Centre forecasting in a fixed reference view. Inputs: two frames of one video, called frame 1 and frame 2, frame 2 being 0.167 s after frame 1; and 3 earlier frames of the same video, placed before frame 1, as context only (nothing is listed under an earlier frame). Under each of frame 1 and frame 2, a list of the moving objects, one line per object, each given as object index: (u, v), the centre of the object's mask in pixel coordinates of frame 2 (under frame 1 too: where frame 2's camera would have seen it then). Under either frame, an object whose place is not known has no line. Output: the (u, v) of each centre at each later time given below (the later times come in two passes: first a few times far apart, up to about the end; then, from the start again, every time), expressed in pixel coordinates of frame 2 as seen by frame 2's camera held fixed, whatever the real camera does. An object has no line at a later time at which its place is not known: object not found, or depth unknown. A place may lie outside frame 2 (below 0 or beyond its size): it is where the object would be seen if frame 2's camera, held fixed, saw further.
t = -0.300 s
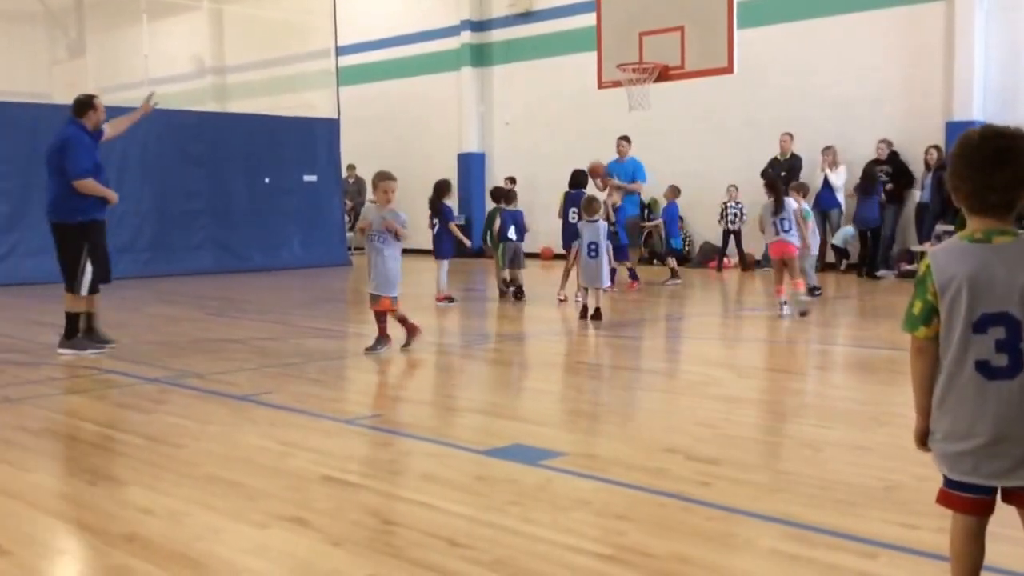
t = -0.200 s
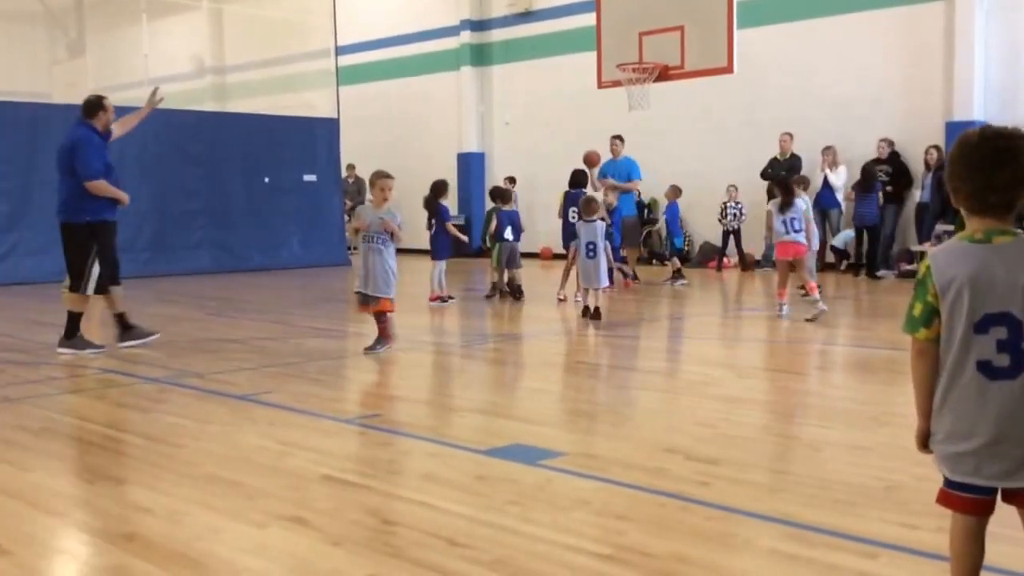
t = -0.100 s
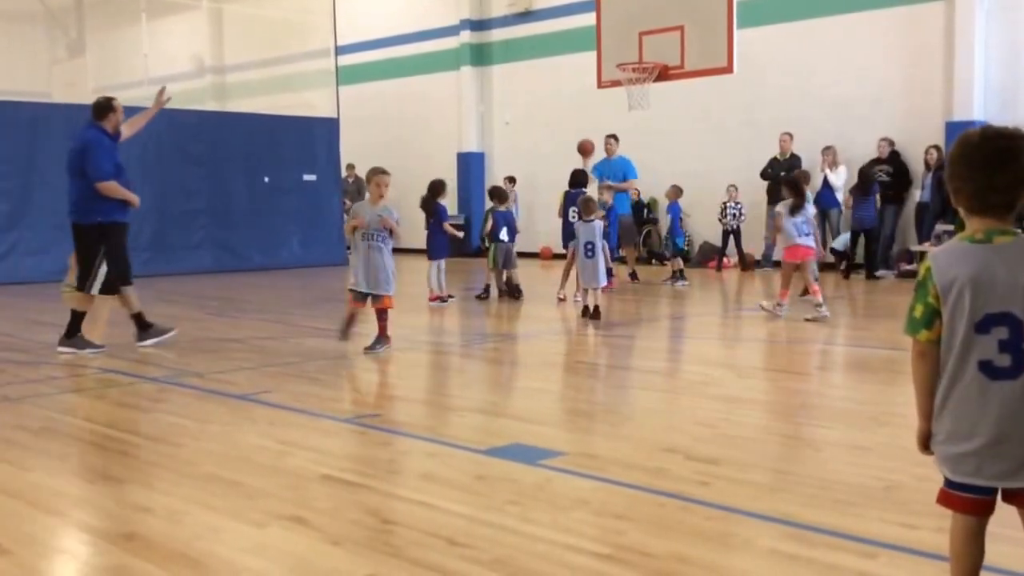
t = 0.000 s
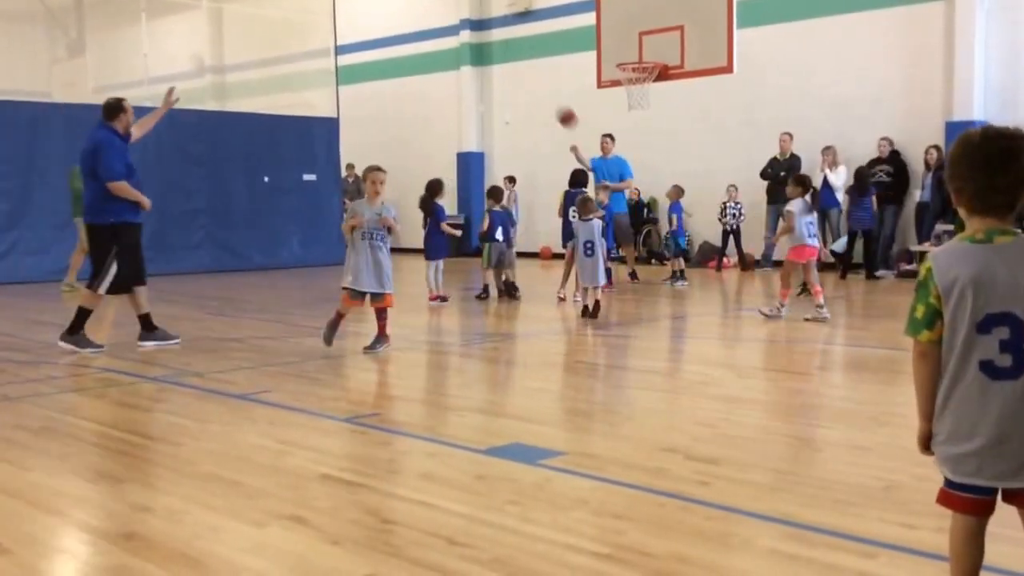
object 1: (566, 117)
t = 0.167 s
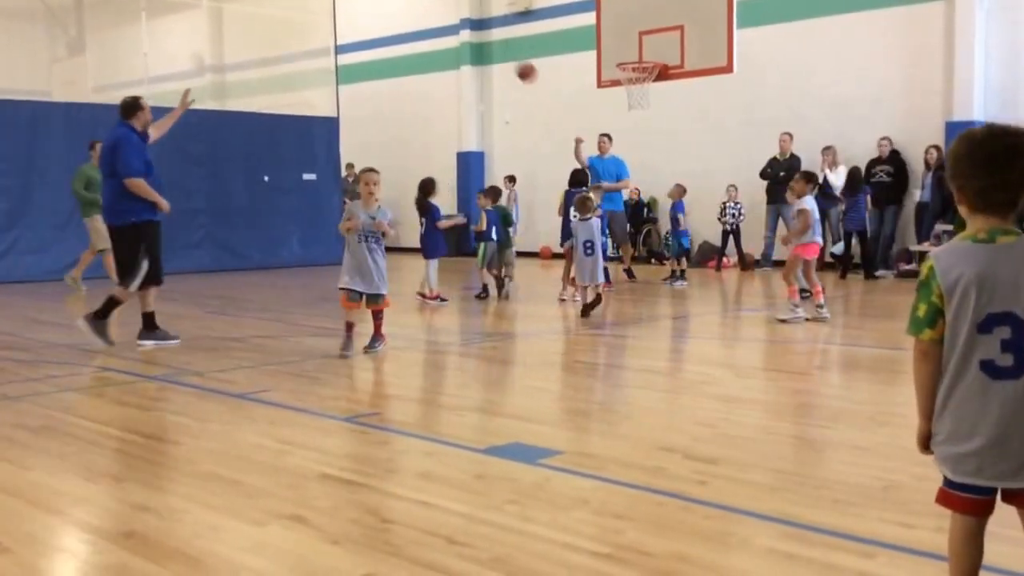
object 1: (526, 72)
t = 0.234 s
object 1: (509, 60)
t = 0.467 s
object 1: (441, 43)
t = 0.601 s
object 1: (397, 58)
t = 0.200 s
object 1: (518, 65)
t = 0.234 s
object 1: (509, 60)
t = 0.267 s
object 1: (499, 54)
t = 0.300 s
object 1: (490, 49)
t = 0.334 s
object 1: (482, 46)
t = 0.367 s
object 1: (472, 43)
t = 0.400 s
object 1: (462, 42)
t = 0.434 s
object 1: (451, 42)
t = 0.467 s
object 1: (441, 43)
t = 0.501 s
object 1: (430, 45)
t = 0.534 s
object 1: (420, 48)
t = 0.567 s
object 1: (408, 52)
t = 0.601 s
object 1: (397, 58)
